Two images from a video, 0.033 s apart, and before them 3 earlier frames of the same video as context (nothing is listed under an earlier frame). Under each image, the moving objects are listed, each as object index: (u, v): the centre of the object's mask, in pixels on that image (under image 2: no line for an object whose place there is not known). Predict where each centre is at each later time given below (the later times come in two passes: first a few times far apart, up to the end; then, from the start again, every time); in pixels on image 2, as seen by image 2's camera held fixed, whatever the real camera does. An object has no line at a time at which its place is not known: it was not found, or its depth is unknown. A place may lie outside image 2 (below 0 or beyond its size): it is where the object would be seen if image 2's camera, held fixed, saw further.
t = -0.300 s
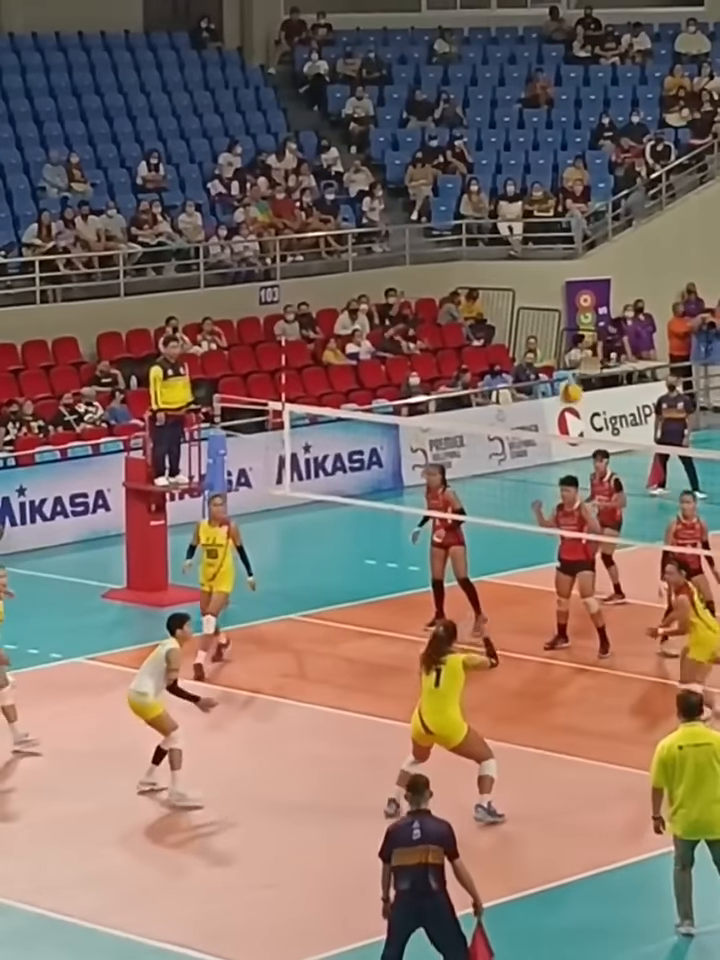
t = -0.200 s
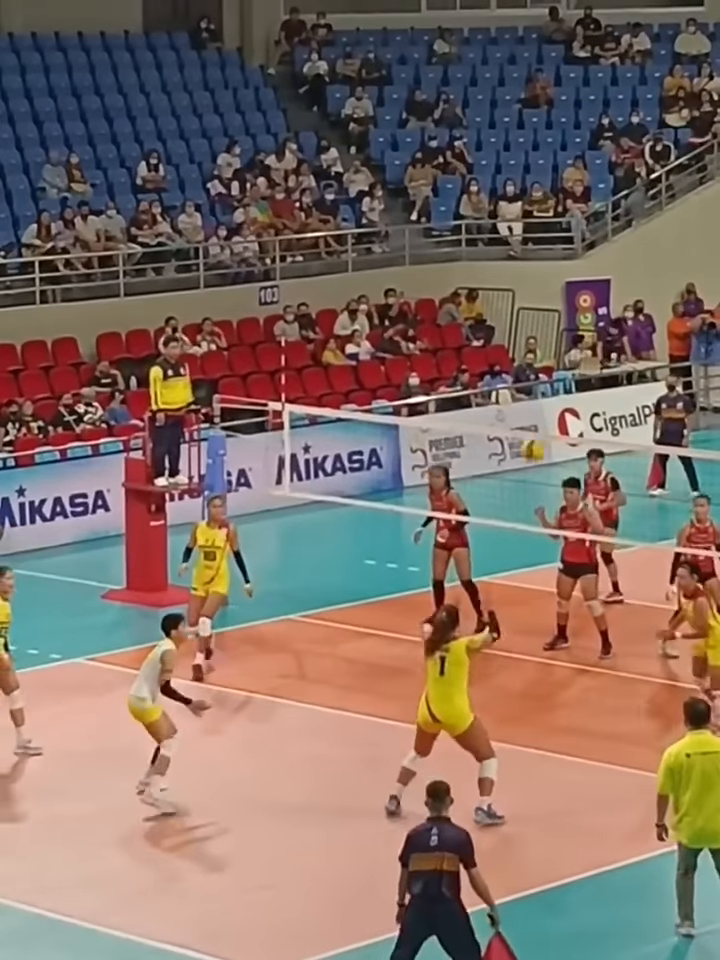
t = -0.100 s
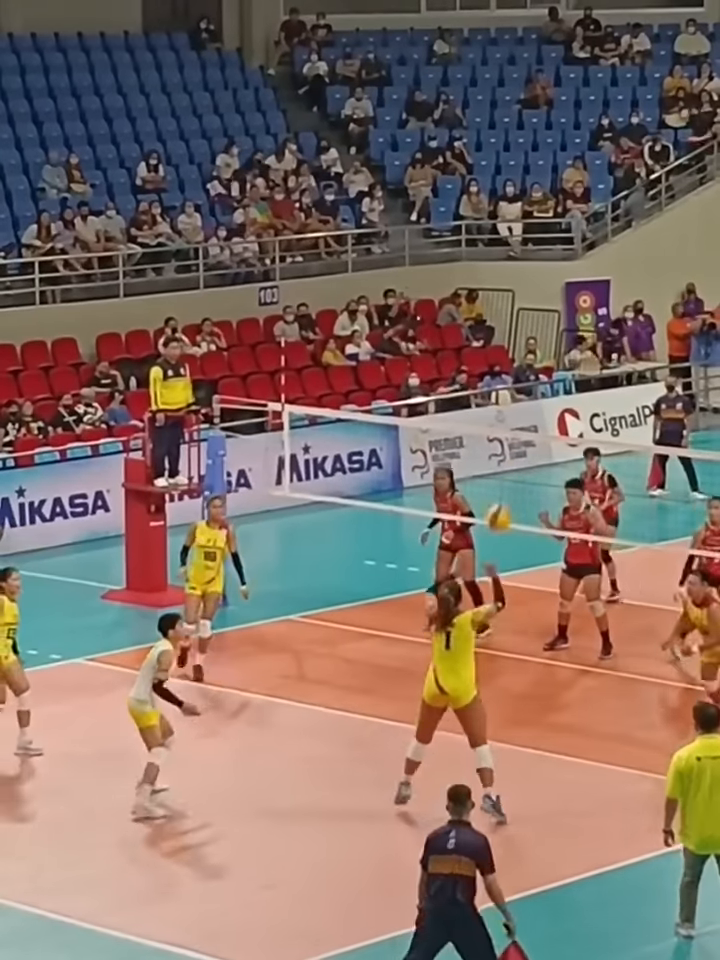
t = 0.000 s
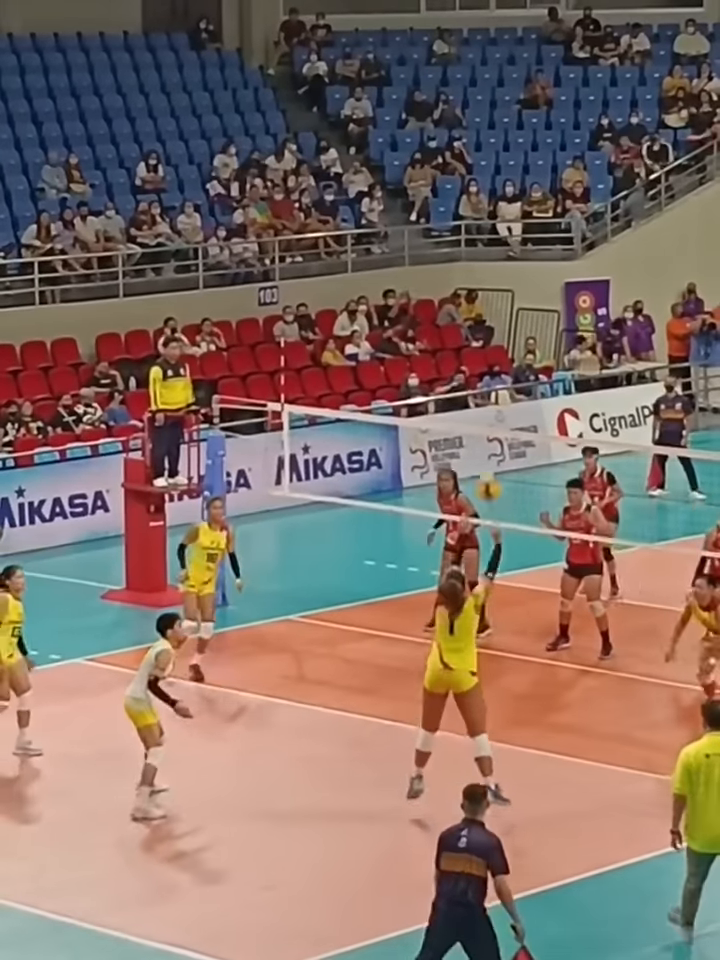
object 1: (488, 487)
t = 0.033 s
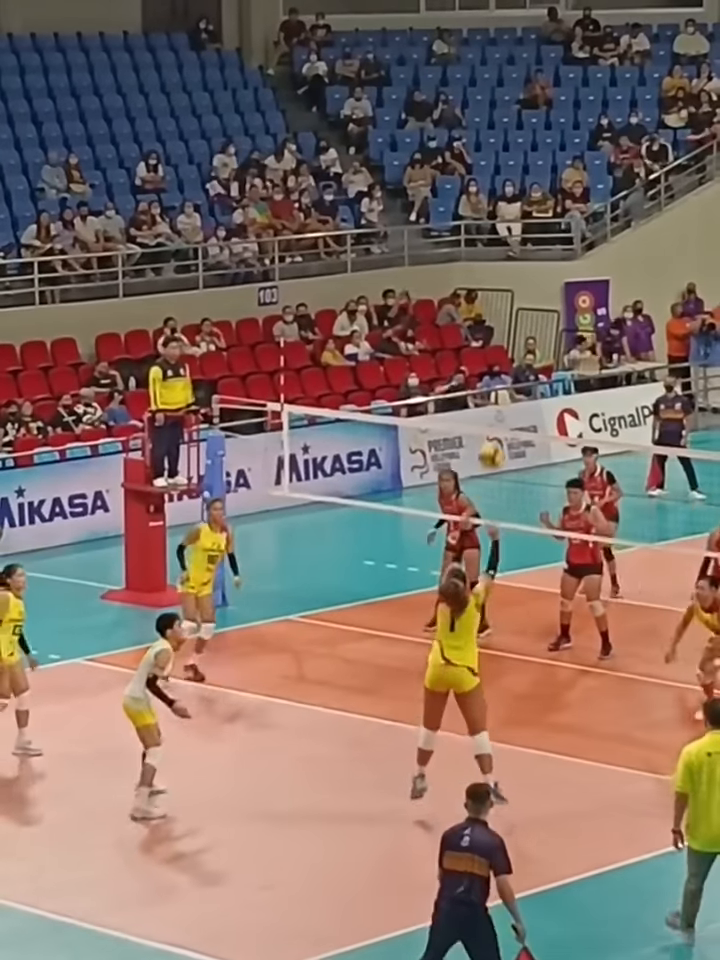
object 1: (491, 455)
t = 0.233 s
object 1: (511, 299)
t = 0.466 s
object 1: (532, 187)
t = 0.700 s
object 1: (551, 144)
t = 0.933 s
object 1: (570, 159)
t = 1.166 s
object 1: (591, 241)
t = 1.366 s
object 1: (608, 350)
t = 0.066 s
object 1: (492, 428)
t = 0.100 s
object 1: (497, 398)
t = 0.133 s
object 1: (500, 371)
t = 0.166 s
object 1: (503, 348)
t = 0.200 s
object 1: (507, 322)
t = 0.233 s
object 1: (511, 299)
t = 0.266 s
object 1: (513, 281)
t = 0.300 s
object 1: (516, 261)
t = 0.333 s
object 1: (519, 245)
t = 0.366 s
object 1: (523, 228)
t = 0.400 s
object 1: (526, 213)
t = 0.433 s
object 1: (530, 197)
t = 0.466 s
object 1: (532, 187)
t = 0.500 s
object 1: (535, 179)
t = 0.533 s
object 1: (537, 170)
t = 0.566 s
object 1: (540, 161)
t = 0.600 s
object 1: (543, 155)
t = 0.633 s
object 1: (546, 150)
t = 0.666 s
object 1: (548, 146)
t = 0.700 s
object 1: (551, 144)
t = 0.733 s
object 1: (554, 143)
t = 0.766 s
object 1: (557, 144)
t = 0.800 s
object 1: (560, 145)
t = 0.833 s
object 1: (563, 147)
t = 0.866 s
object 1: (566, 151)
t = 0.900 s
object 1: (569, 157)
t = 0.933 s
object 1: (570, 159)
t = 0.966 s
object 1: (575, 167)
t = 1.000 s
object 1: (579, 177)
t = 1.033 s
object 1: (580, 189)
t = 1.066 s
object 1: (583, 200)
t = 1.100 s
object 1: (586, 213)
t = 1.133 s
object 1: (589, 226)
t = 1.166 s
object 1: (591, 241)
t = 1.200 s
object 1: (593, 256)
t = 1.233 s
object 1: (596, 274)
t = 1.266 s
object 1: (599, 291)
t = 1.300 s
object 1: (602, 309)
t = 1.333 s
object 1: (607, 330)
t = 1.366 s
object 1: (608, 350)
